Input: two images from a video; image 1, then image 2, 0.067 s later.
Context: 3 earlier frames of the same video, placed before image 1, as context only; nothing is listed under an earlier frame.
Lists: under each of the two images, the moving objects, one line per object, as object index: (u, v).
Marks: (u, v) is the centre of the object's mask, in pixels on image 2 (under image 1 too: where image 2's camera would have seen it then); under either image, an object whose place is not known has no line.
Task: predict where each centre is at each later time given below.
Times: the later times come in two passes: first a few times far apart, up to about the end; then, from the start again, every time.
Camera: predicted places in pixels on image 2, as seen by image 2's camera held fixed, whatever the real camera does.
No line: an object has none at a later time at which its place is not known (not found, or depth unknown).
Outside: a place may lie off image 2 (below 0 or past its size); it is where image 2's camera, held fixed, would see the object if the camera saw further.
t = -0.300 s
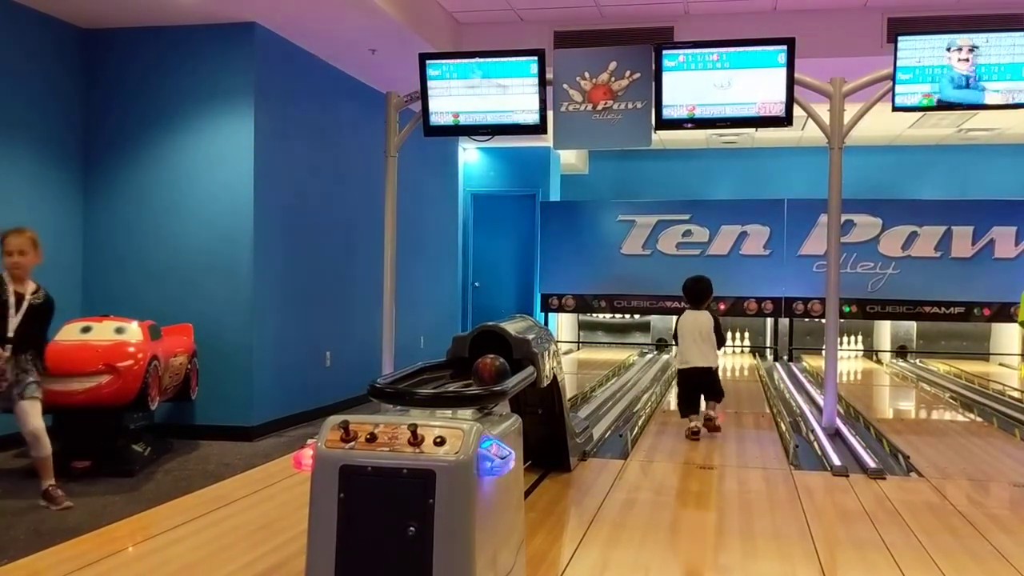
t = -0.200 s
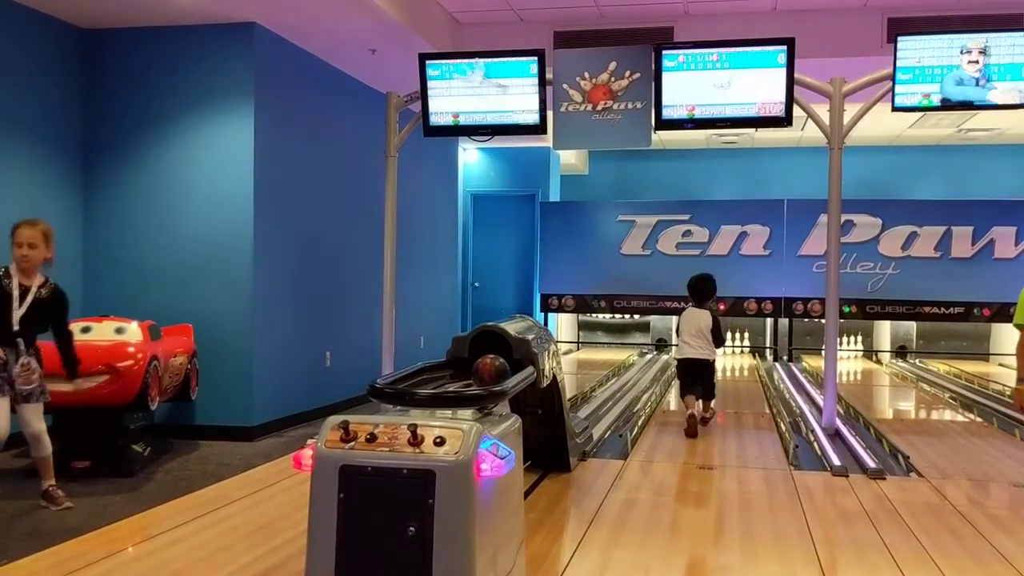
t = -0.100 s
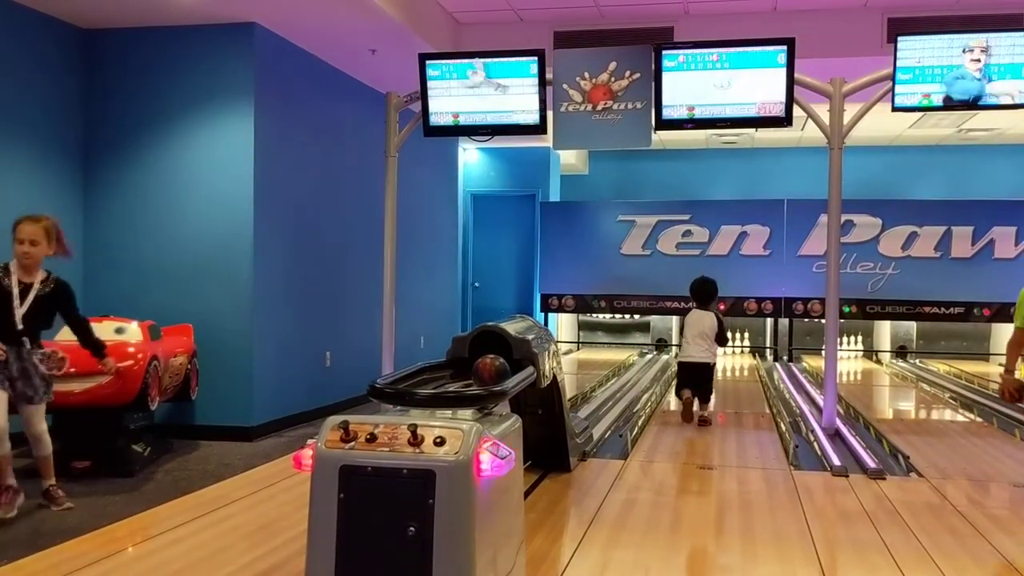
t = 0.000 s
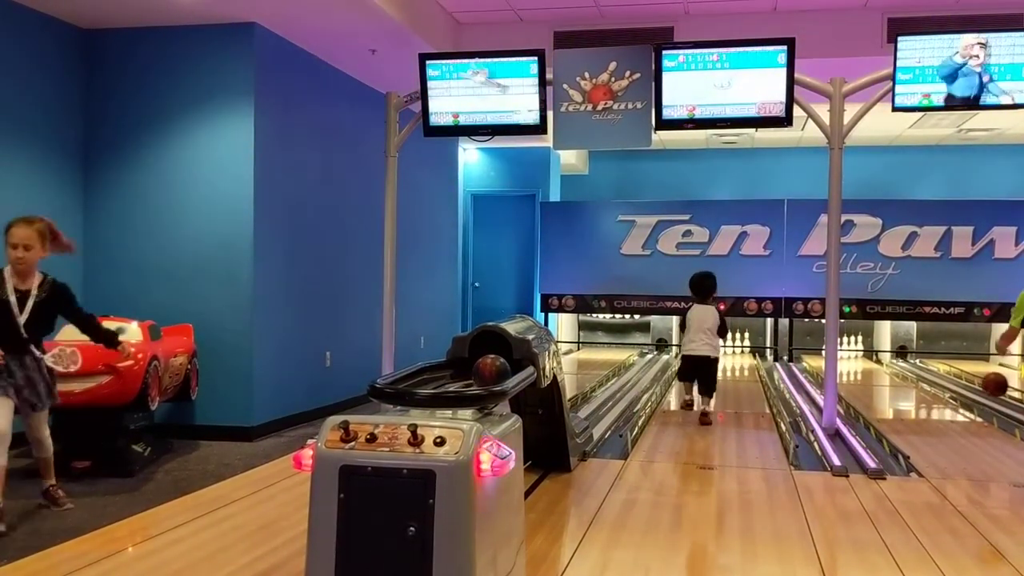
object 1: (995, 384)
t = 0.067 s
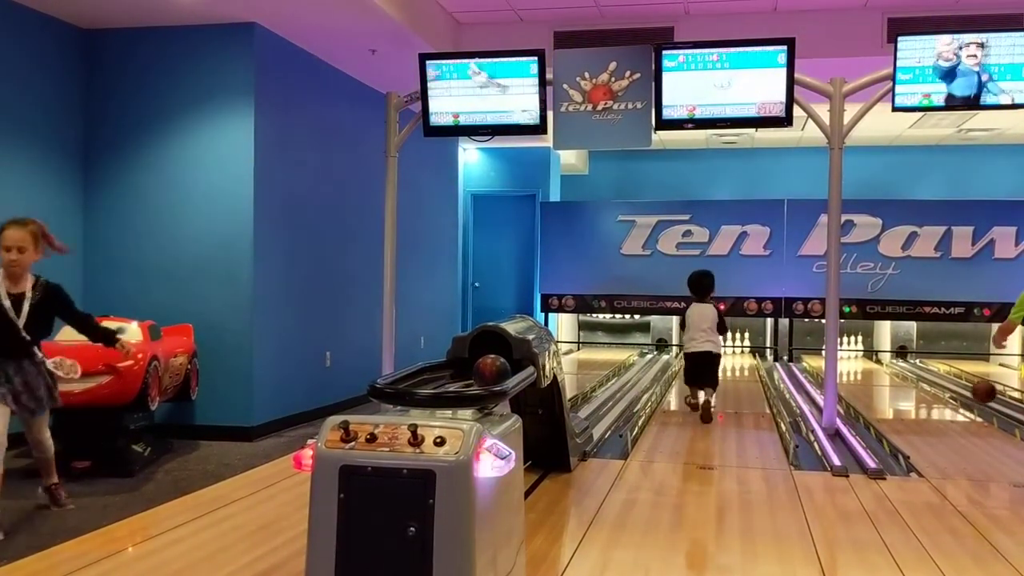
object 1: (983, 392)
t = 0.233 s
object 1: (959, 433)
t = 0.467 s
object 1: (932, 419)
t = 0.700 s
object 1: (911, 407)
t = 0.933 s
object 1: (892, 398)
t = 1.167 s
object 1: (876, 390)
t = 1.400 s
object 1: (863, 383)
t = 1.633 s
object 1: (851, 377)
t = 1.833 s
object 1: (843, 372)
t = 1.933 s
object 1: (840, 370)
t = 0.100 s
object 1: (978, 397)
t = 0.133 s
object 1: (973, 406)
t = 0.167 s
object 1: (968, 416)
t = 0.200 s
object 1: (963, 429)
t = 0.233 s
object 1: (959, 433)
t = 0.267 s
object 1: (954, 429)
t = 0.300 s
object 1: (950, 426)
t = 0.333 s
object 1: (946, 426)
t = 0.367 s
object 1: (943, 425)
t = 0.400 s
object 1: (939, 423)
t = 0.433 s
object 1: (935, 421)
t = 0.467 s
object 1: (932, 419)
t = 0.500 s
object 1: (928, 418)
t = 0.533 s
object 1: (925, 416)
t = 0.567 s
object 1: (923, 414)
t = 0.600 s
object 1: (919, 412)
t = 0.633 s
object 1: (916, 410)
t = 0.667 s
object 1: (913, 409)
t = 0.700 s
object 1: (911, 407)
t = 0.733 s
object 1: (908, 406)
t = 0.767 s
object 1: (905, 404)
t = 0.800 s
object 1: (902, 403)
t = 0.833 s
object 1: (899, 402)
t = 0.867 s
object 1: (897, 400)
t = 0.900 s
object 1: (895, 399)
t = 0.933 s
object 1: (892, 398)
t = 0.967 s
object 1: (890, 397)
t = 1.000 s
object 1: (887, 396)
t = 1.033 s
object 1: (885, 394)
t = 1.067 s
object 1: (883, 393)
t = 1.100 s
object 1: (881, 392)
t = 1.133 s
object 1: (878, 391)
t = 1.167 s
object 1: (876, 390)
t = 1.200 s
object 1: (875, 389)
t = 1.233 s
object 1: (873, 388)
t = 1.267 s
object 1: (870, 387)
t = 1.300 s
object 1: (869, 386)
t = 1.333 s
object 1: (867, 385)
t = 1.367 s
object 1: (865, 384)
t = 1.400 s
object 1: (863, 383)
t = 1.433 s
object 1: (861, 383)
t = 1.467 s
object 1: (859, 381)
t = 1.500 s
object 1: (858, 381)
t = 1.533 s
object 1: (856, 380)
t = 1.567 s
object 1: (855, 379)
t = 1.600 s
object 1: (853, 378)
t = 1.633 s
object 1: (851, 377)
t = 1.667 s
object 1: (850, 376)
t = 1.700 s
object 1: (848, 376)
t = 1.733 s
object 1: (847, 375)
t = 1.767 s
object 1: (845, 374)
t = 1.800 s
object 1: (844, 373)
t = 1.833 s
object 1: (843, 372)
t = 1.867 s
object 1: (842, 372)
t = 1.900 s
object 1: (841, 371)
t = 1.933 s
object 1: (840, 370)
